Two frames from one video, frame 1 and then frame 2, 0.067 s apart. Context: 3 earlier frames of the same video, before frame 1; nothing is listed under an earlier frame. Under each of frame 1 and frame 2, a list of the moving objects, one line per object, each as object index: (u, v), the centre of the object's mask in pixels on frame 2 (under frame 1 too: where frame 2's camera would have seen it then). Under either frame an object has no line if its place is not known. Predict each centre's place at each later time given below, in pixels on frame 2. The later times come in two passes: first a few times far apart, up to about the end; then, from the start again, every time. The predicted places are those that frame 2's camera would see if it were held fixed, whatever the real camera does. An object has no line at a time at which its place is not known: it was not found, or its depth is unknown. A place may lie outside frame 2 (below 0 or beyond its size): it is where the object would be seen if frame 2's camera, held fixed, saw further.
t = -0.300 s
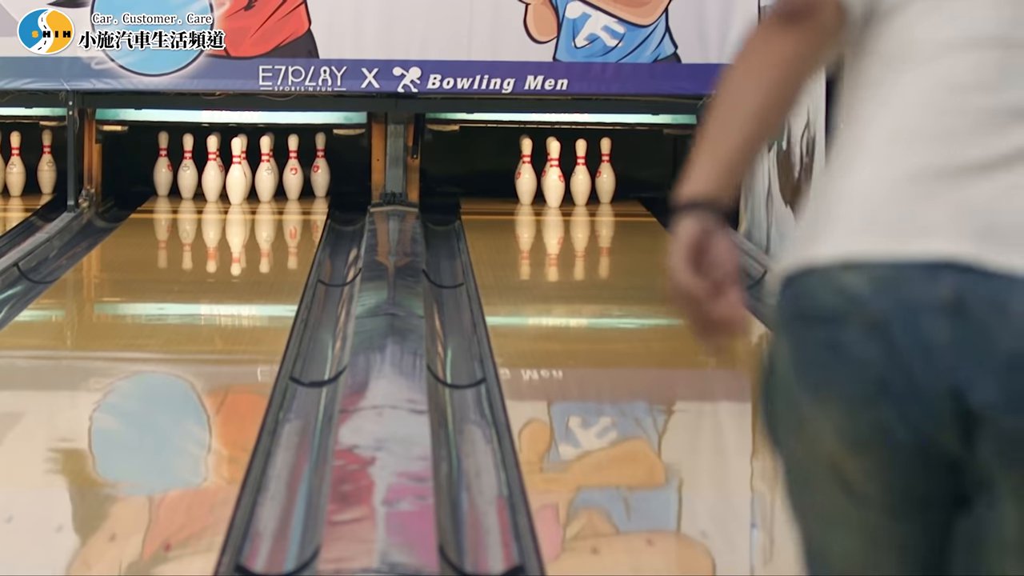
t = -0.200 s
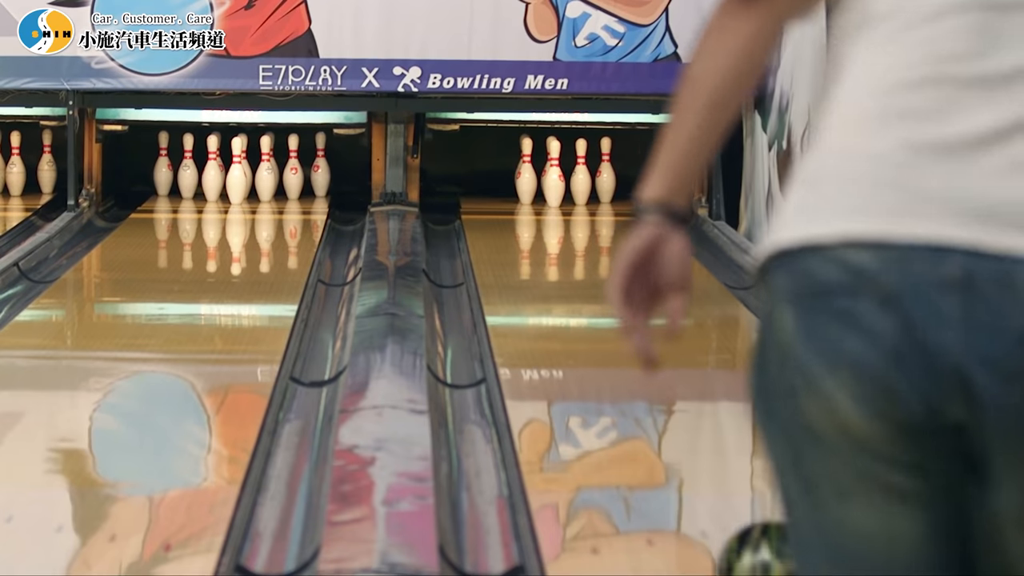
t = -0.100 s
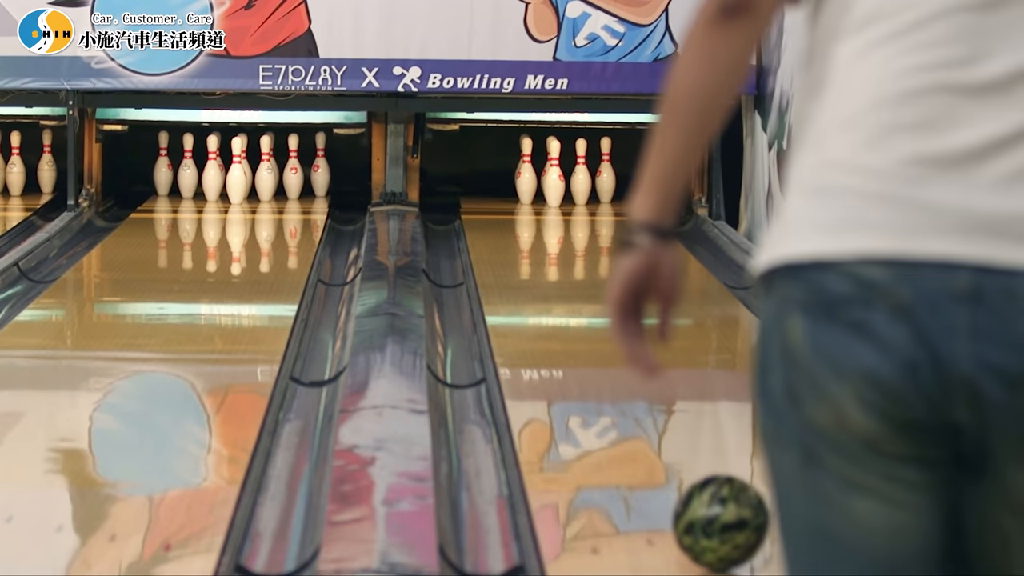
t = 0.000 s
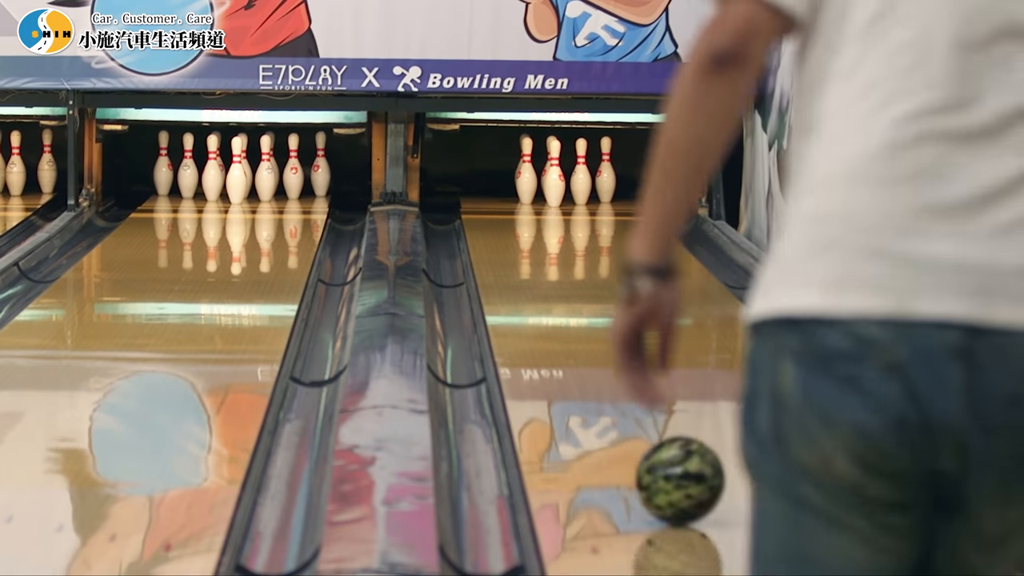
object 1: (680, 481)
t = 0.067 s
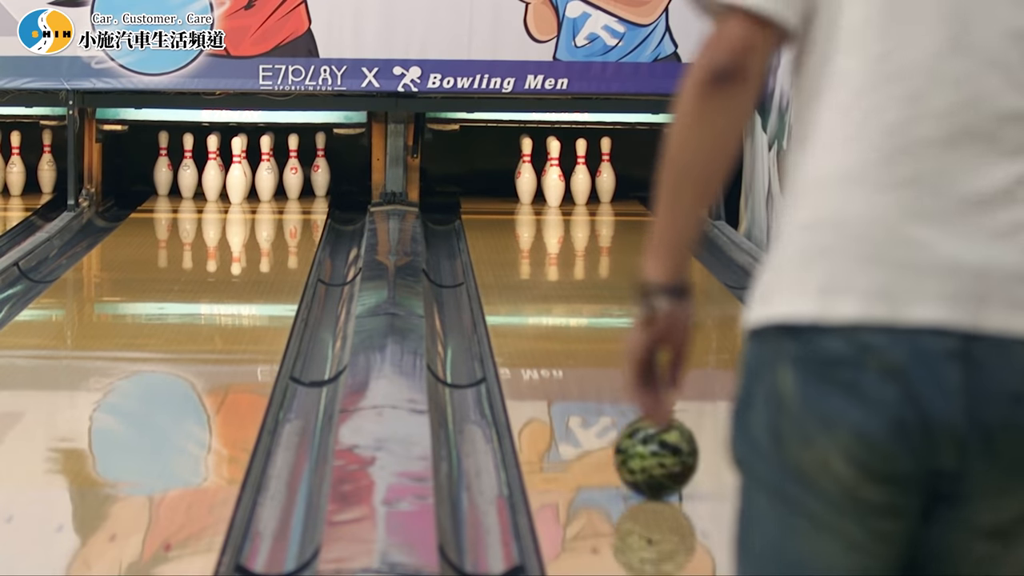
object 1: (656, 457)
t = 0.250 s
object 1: (601, 400)
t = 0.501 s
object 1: (545, 341)
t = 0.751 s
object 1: (504, 297)
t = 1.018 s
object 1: (469, 263)
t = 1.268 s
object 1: (450, 247)
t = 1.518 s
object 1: (443, 226)
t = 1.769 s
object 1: (440, 207)
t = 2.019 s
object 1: (445, 184)
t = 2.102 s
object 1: (443, 193)
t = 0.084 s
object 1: (650, 453)
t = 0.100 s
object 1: (643, 447)
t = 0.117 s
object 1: (639, 439)
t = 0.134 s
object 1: (634, 434)
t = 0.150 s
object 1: (629, 429)
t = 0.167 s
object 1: (625, 424)
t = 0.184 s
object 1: (619, 418)
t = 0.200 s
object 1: (615, 414)
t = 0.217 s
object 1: (610, 409)
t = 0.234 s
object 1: (606, 404)
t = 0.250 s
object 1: (601, 400)
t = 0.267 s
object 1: (597, 395)
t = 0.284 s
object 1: (593, 391)
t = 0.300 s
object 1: (588, 386)
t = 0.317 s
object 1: (584, 382)
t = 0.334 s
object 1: (580, 379)
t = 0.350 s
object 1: (577, 374)
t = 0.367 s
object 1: (573, 370)
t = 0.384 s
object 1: (569, 366)
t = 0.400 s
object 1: (565, 363)
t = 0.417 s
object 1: (562, 359)
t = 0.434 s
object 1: (558, 355)
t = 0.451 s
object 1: (555, 351)
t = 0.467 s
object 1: (551, 349)
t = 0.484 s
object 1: (548, 345)
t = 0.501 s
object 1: (545, 341)
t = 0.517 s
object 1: (542, 338)
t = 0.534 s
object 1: (539, 334)
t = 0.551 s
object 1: (536, 331)
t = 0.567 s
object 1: (533, 328)
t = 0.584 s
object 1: (530, 325)
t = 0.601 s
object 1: (527, 322)
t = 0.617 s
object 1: (524, 319)
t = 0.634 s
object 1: (521, 316)
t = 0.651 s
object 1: (518, 313)
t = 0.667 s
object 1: (516, 311)
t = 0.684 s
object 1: (513, 308)
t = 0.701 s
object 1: (511, 305)
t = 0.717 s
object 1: (508, 303)
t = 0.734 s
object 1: (506, 300)
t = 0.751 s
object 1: (504, 297)
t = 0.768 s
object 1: (501, 294)
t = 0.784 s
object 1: (499, 292)
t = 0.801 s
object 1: (496, 289)
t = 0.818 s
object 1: (494, 287)
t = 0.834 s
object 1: (492, 285)
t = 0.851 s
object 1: (490, 283)
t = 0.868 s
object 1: (488, 280)
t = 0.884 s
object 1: (486, 278)
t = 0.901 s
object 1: (484, 276)
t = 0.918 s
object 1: (481, 273)
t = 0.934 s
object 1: (479, 271)
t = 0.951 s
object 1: (477, 269)
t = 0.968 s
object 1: (475, 268)
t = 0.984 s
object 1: (473, 266)
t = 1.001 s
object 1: (471, 264)
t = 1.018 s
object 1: (469, 263)
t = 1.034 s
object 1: (466, 262)
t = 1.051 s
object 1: (464, 261)
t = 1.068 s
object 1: (461, 260)
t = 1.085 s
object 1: (458, 260)
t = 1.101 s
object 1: (455, 260)
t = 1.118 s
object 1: (451, 263)
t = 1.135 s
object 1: (448, 263)
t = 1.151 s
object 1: (445, 262)
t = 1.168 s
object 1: (445, 259)
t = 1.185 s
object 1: (447, 254)
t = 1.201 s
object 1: (448, 252)
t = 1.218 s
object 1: (448, 249)
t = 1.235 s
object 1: (449, 248)
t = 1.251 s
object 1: (450, 247)
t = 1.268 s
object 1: (450, 247)
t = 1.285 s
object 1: (449, 245)
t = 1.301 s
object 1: (448, 243)
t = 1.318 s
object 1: (446, 243)
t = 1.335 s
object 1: (444, 242)
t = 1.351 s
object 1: (443, 240)
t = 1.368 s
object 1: (443, 239)
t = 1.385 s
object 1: (443, 237)
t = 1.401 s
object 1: (443, 236)
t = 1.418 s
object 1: (443, 235)
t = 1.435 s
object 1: (443, 233)
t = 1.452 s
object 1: (443, 232)
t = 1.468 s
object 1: (443, 230)
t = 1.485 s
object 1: (443, 229)
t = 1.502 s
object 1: (443, 228)
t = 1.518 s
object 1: (443, 226)
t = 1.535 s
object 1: (443, 225)
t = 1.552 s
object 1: (442, 223)
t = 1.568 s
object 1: (442, 222)
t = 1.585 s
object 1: (442, 221)
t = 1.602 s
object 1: (441, 219)
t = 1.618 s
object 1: (441, 218)
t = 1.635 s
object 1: (441, 216)
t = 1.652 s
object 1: (441, 214)
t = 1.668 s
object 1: (440, 213)
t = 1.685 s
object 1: (440, 212)
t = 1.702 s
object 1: (440, 211)
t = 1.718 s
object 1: (440, 209)
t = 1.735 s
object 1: (440, 209)
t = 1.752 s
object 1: (440, 208)
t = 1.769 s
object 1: (440, 207)
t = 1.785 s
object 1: (440, 206)
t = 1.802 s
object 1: (440, 205)
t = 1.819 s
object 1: (441, 204)
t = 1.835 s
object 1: (441, 202)
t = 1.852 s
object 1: (444, 195)
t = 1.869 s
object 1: (445, 191)
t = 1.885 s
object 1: (446, 191)
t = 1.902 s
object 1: (445, 191)
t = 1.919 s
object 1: (446, 190)
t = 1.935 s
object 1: (447, 186)
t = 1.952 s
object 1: (448, 186)
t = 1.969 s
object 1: (447, 186)
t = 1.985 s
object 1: (446, 186)
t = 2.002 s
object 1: (445, 185)
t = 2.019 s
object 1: (445, 184)
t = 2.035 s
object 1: (443, 186)
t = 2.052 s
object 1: (443, 188)
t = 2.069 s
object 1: (442, 190)
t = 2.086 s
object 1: (442, 193)
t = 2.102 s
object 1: (443, 193)
